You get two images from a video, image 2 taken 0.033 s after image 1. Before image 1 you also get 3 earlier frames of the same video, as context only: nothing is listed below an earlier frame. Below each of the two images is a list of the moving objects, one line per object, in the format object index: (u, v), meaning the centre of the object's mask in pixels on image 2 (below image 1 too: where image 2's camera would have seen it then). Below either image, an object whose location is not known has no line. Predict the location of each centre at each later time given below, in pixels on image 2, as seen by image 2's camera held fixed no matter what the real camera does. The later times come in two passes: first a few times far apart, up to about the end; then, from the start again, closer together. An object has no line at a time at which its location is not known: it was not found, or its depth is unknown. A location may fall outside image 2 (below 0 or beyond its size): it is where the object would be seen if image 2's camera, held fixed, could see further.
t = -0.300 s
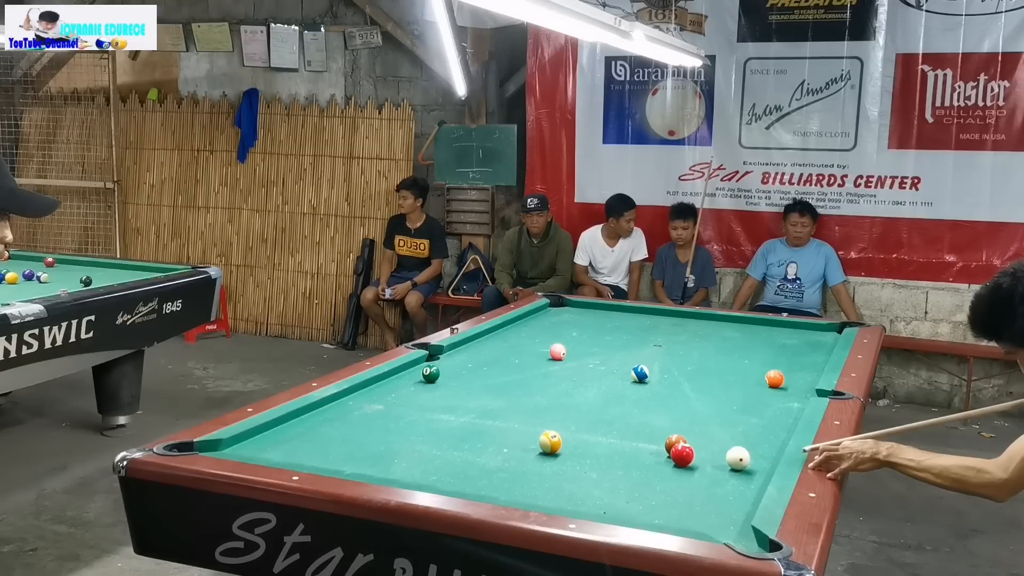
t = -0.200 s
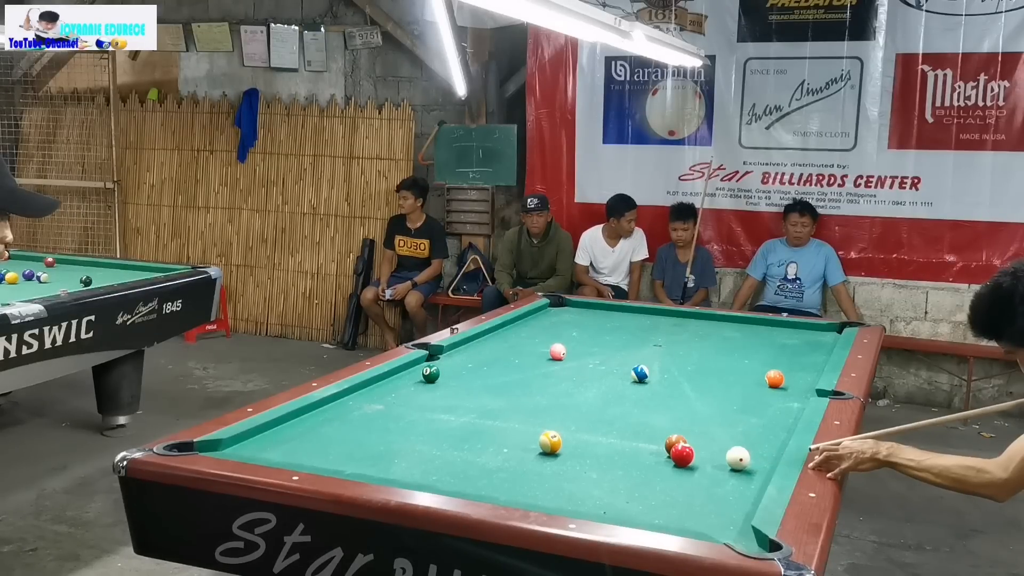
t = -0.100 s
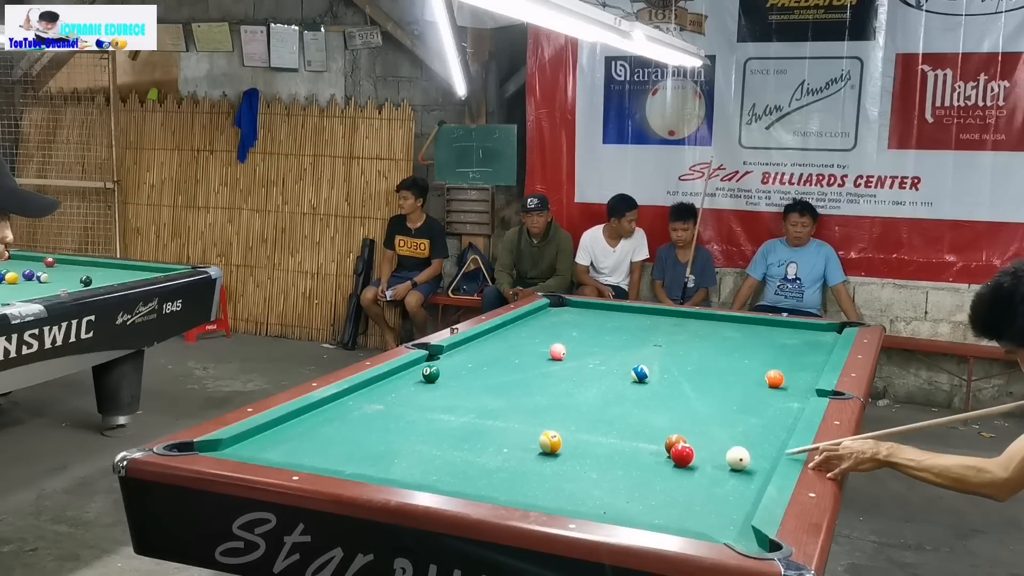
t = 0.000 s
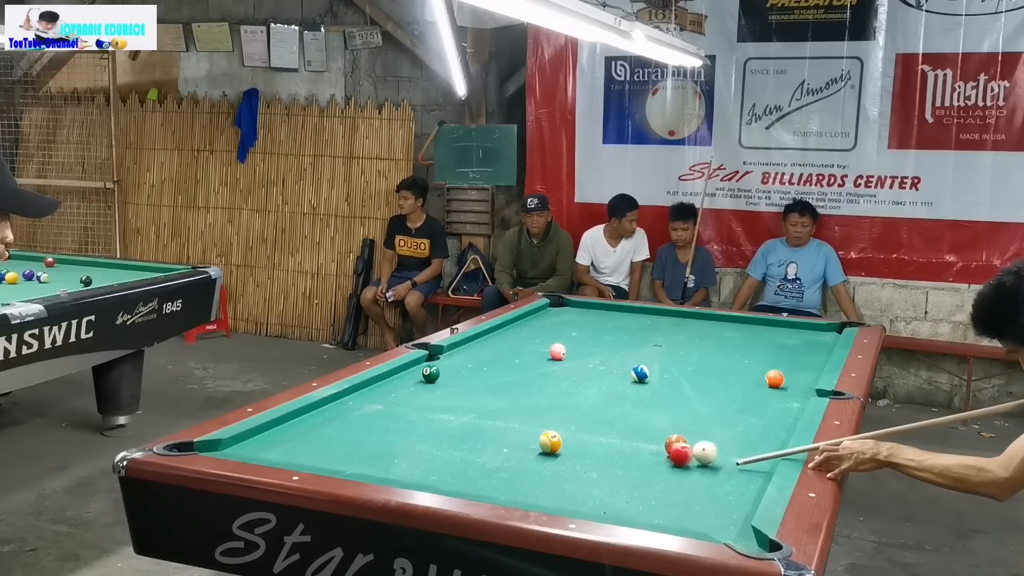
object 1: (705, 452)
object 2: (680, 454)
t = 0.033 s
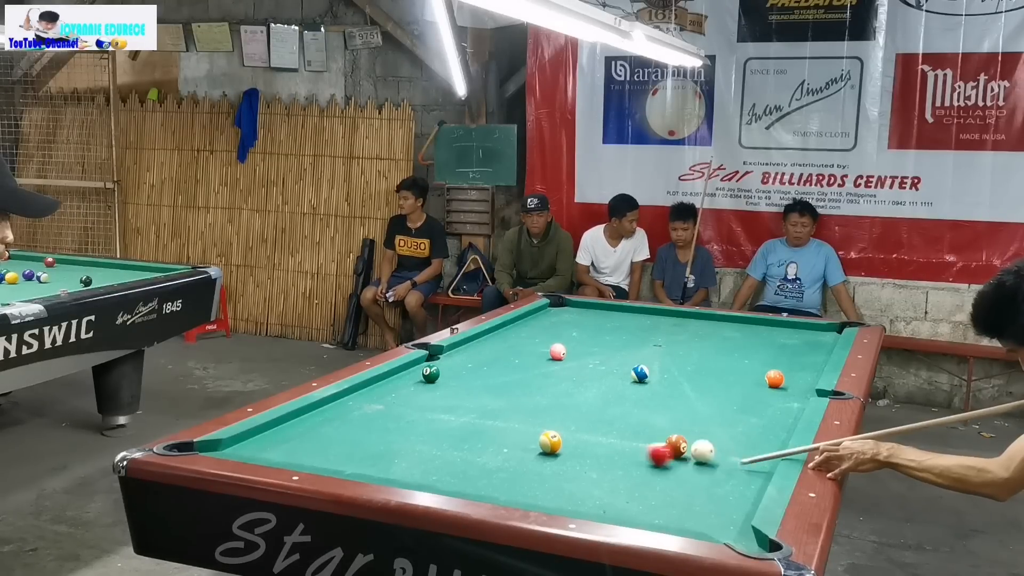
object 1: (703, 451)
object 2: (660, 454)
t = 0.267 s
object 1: (708, 440)
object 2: (539, 454)
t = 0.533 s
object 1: (719, 430)
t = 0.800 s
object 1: (727, 421)
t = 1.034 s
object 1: (734, 414)
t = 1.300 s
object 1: (740, 407)
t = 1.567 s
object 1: (746, 401)
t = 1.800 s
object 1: (751, 396)
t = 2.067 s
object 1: (755, 392)
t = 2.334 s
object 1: (758, 388)
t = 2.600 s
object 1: (762, 384)
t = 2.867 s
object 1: (764, 381)
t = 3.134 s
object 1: (763, 380)
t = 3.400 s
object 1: (761, 380)
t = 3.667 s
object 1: (761, 379)
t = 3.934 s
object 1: (761, 379)
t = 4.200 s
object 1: (761, 379)
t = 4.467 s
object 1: (761, 379)
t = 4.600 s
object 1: (761, 379)
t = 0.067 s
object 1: (702, 449)
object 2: (641, 454)
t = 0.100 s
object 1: (701, 447)
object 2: (622, 454)
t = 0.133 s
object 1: (703, 446)
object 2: (605, 454)
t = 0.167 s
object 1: (704, 445)
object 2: (588, 454)
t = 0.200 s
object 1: (705, 443)
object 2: (572, 454)
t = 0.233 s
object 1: (707, 442)
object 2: (556, 454)
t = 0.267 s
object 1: (708, 440)
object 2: (539, 454)
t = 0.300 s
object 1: (710, 439)
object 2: (523, 454)
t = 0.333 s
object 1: (711, 438)
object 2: (507, 453)
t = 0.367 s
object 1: (712, 436)
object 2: (490, 453)
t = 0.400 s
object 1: (714, 435)
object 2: (474, 453)
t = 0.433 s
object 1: (715, 434)
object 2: (457, 453)
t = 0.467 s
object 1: (716, 433)
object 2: (442, 453)
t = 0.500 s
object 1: (717, 431)
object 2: (425, 453)
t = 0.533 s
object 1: (719, 430)
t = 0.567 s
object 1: (720, 429)
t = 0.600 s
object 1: (721, 428)
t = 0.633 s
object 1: (722, 427)
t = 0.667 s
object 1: (723, 426)
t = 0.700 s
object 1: (724, 425)
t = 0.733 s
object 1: (725, 423)
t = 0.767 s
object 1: (726, 423)
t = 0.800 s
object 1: (727, 421)
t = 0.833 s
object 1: (729, 420)
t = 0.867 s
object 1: (730, 419)
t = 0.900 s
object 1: (730, 418)
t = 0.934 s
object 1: (731, 417)
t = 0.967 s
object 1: (732, 416)
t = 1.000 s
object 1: (733, 415)
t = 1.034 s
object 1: (734, 414)
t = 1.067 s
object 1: (735, 413)
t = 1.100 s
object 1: (736, 413)
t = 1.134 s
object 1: (736, 412)
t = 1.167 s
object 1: (737, 411)
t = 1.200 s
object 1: (738, 410)
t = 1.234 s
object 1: (739, 409)
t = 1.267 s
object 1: (739, 408)
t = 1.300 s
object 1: (740, 407)
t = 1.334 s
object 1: (741, 406)
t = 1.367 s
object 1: (742, 406)
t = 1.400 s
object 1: (742, 405)
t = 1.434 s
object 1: (743, 404)
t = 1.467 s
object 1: (744, 403)
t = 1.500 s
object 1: (745, 403)
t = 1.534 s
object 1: (745, 402)
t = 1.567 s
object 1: (746, 401)
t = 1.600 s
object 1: (747, 400)
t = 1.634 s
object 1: (747, 400)
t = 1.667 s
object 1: (748, 399)
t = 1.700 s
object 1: (749, 398)
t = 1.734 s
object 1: (749, 398)
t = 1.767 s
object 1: (750, 397)
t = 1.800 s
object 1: (751, 396)
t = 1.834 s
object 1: (751, 396)
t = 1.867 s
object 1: (752, 395)
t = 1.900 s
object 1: (752, 395)
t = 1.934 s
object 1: (753, 394)
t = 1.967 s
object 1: (754, 393)
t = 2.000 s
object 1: (754, 393)
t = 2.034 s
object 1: (754, 392)
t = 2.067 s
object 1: (755, 392)
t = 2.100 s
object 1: (755, 391)
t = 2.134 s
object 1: (756, 390)
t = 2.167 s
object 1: (756, 390)
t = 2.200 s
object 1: (757, 389)
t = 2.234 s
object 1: (757, 389)
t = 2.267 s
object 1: (758, 388)
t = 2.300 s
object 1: (758, 388)
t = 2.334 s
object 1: (758, 388)
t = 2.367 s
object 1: (759, 387)
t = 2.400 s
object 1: (759, 387)
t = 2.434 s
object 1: (760, 386)
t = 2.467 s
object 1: (760, 386)
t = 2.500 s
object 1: (760, 385)
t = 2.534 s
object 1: (761, 385)
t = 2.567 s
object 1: (761, 385)
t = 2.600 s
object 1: (762, 384)
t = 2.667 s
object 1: (762, 384)
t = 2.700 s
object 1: (762, 383)
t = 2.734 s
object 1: (763, 383)
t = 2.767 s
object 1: (763, 383)
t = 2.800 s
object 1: (763, 382)
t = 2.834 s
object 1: (764, 382)
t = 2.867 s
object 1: (764, 381)
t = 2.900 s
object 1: (764, 381)
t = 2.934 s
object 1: (764, 381)
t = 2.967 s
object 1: (764, 381)
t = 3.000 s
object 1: (763, 381)
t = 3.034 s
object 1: (763, 380)
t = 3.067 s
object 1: (763, 380)
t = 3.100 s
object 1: (763, 380)
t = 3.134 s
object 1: (763, 380)
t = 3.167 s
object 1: (762, 380)
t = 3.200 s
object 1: (762, 380)
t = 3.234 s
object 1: (762, 380)
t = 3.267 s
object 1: (762, 380)
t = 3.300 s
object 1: (762, 380)
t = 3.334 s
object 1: (762, 380)
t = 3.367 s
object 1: (761, 380)
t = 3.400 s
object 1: (761, 380)
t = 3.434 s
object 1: (761, 379)
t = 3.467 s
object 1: (761, 379)
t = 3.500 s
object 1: (761, 379)
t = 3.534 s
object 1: (761, 379)
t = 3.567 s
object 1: (761, 379)
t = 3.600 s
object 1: (761, 379)
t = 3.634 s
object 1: (761, 379)
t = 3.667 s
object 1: (761, 379)
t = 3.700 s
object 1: (761, 379)
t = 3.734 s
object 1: (760, 379)
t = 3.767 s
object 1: (761, 379)
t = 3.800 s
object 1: (761, 379)
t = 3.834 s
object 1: (761, 379)
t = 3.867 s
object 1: (761, 379)
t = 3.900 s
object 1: (761, 379)
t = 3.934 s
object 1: (761, 379)
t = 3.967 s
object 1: (761, 379)
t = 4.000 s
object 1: (761, 379)
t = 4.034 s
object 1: (761, 379)
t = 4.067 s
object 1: (761, 379)
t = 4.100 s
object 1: (761, 379)
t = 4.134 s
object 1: (760, 379)
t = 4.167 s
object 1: (760, 379)
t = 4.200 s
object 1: (761, 379)
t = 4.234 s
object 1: (761, 379)
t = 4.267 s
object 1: (761, 379)
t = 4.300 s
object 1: (761, 379)
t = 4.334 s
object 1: (761, 379)
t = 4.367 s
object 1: (761, 379)
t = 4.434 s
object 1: (761, 379)
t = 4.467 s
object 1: (761, 379)
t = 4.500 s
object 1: (761, 379)
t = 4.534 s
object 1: (761, 379)
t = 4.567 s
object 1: (761, 379)
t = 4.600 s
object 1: (761, 379)
